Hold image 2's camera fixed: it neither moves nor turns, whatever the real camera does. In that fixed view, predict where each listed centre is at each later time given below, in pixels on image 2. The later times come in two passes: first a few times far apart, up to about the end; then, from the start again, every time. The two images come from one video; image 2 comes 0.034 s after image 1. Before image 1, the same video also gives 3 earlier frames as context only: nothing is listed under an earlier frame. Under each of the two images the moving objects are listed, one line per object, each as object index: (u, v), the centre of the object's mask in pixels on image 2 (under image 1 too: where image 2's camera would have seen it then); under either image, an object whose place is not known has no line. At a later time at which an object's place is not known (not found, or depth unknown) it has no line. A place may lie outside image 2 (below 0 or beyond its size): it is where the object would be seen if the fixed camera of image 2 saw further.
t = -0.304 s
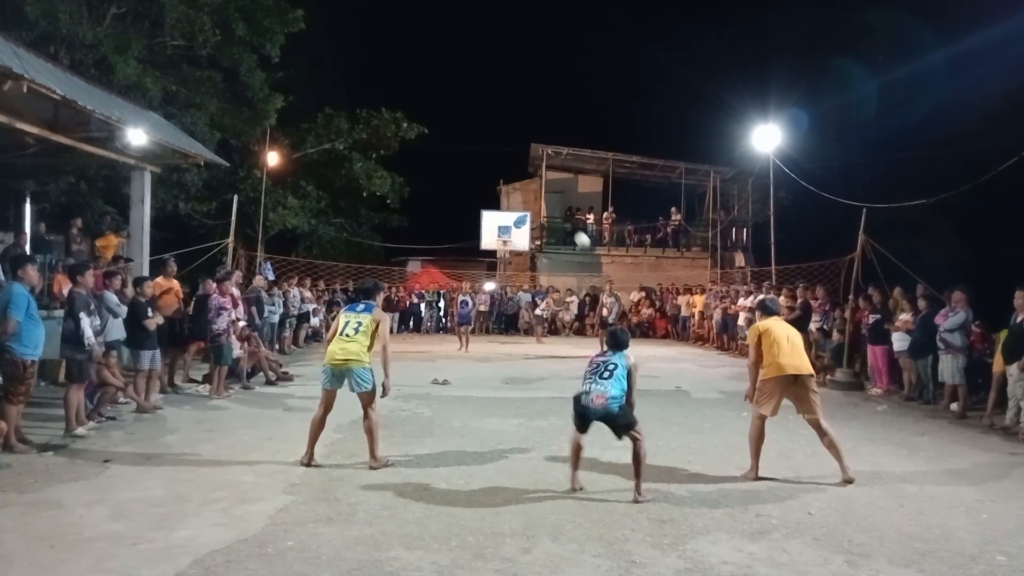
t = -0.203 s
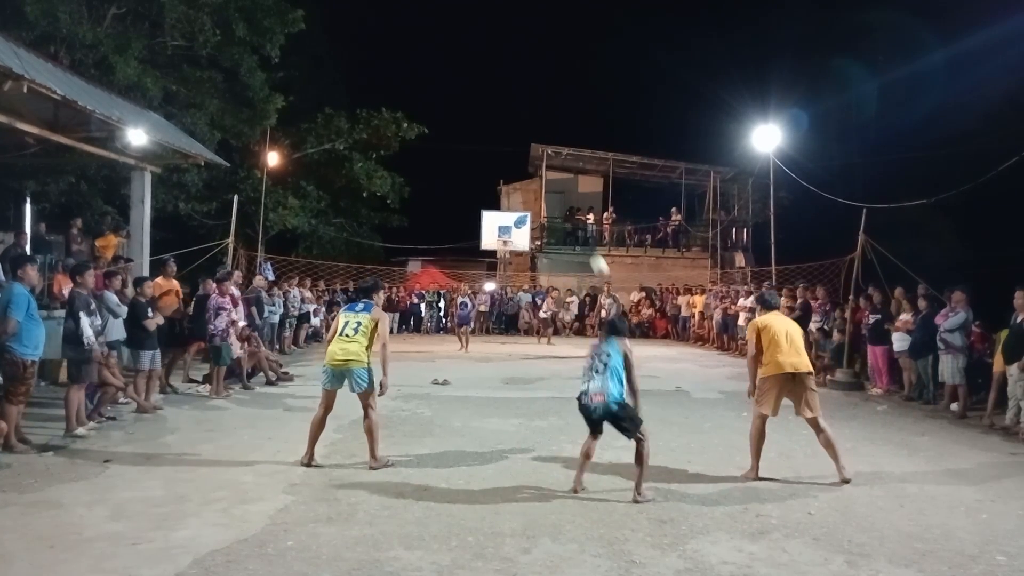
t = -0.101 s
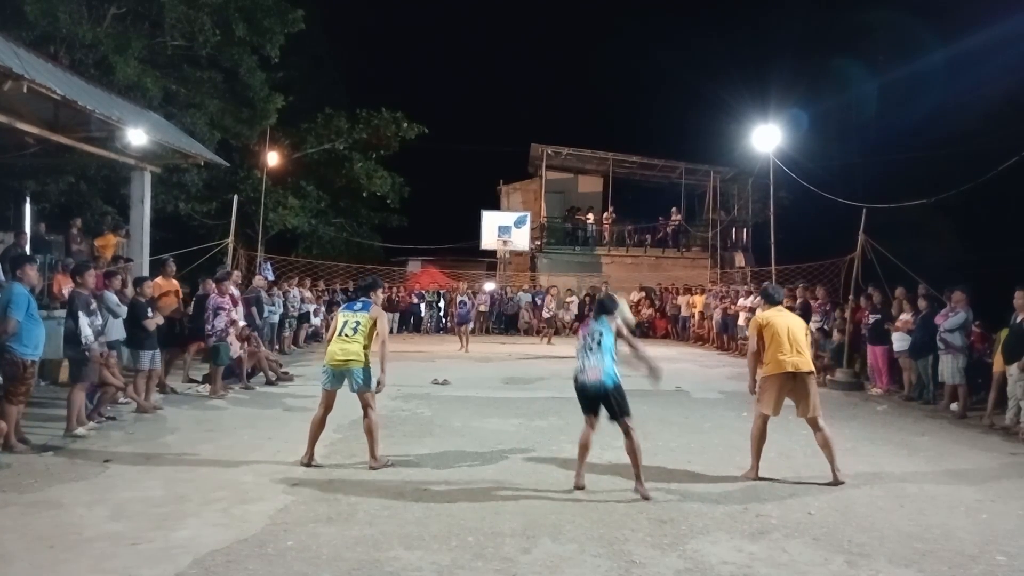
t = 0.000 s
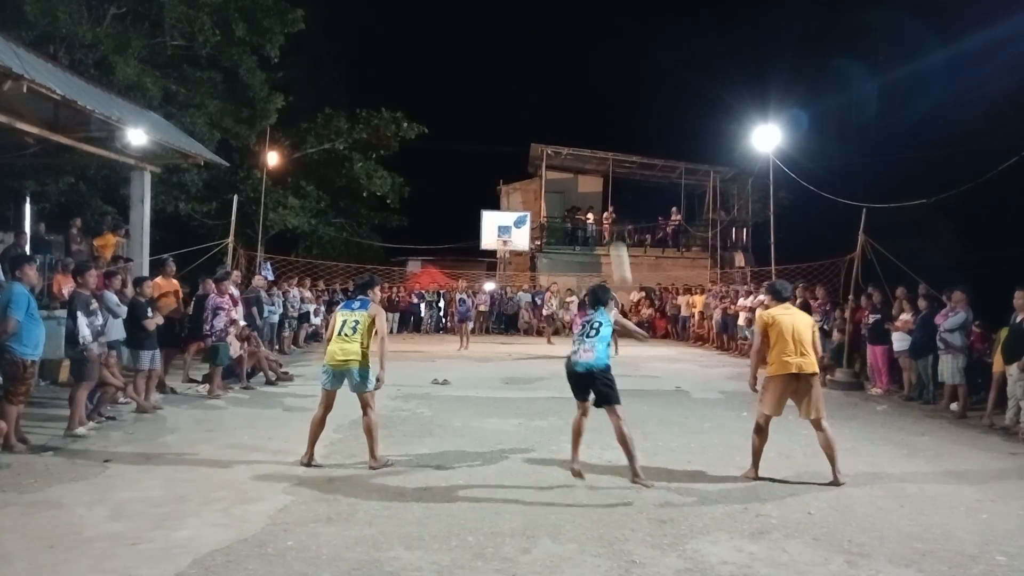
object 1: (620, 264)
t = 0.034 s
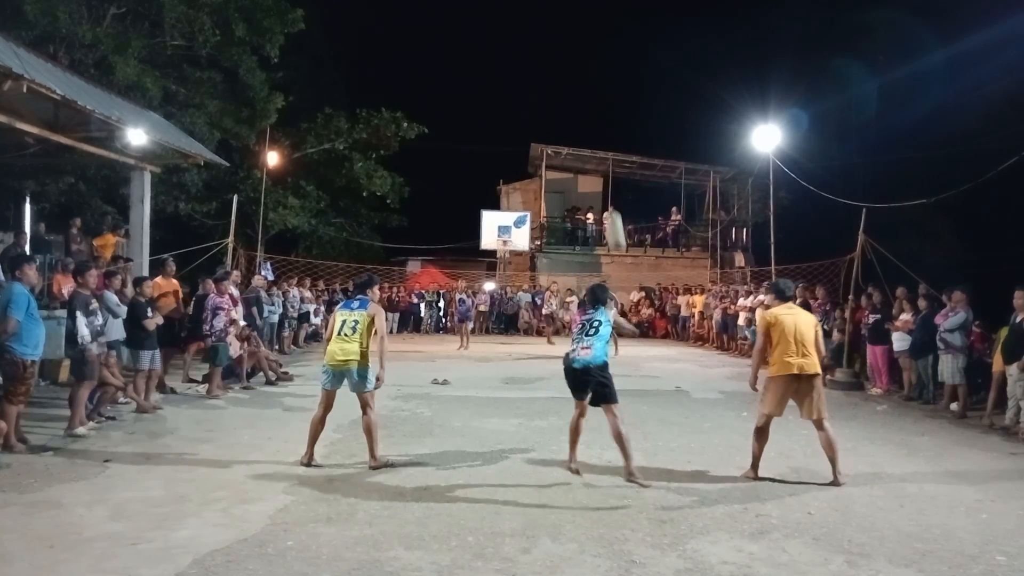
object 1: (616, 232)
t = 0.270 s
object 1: (587, 79)
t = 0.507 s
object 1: (565, 14)
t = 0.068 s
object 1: (610, 201)
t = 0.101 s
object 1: (606, 175)
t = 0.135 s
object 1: (601, 152)
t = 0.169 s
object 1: (597, 131)
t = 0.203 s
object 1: (594, 112)
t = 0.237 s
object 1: (590, 95)
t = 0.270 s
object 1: (587, 79)
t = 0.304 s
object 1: (583, 66)
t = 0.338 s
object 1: (580, 54)
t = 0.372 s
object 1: (577, 43)
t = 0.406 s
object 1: (574, 34)
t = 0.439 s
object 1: (571, 26)
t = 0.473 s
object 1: (568, 20)
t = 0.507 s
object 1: (565, 14)
